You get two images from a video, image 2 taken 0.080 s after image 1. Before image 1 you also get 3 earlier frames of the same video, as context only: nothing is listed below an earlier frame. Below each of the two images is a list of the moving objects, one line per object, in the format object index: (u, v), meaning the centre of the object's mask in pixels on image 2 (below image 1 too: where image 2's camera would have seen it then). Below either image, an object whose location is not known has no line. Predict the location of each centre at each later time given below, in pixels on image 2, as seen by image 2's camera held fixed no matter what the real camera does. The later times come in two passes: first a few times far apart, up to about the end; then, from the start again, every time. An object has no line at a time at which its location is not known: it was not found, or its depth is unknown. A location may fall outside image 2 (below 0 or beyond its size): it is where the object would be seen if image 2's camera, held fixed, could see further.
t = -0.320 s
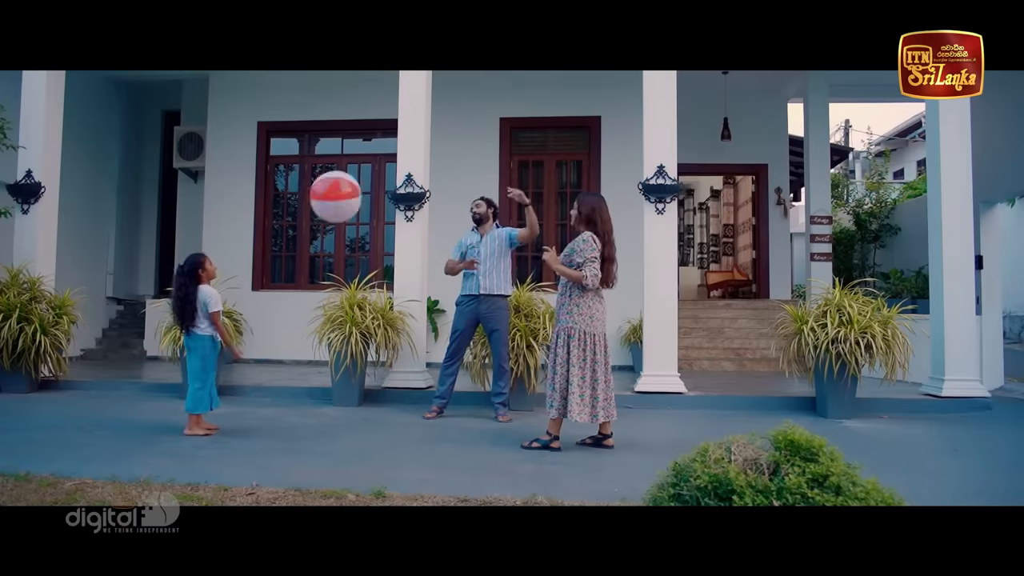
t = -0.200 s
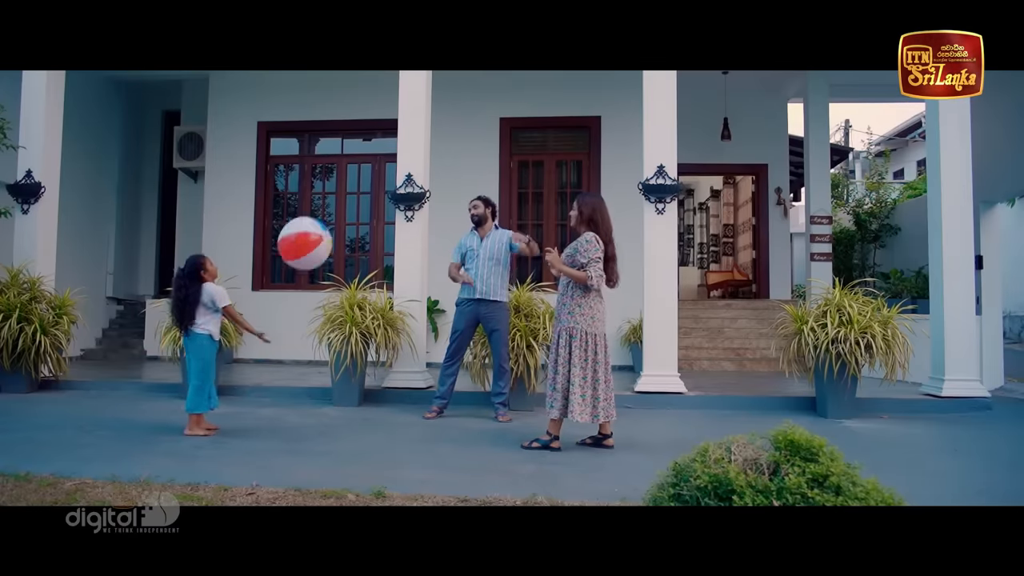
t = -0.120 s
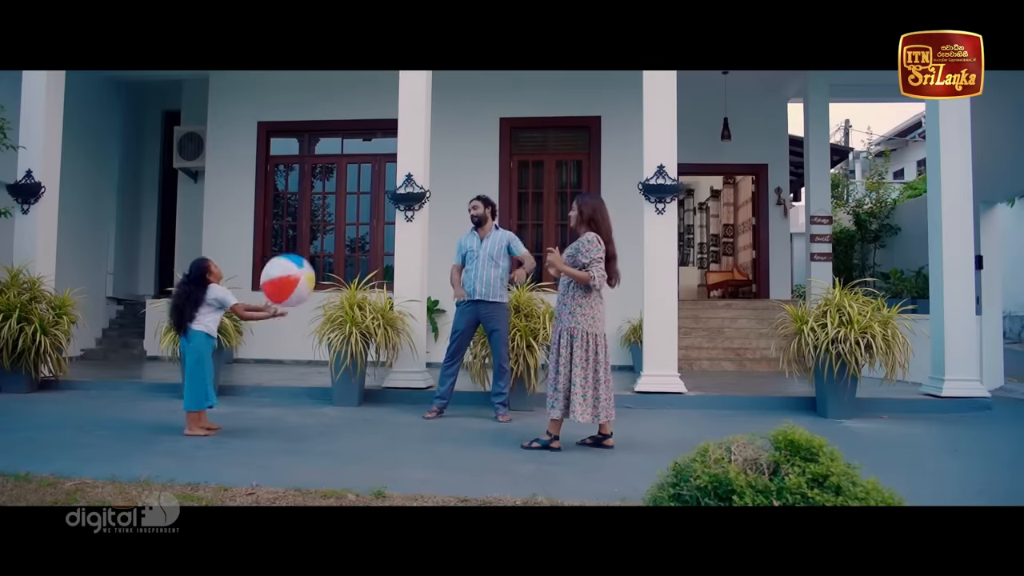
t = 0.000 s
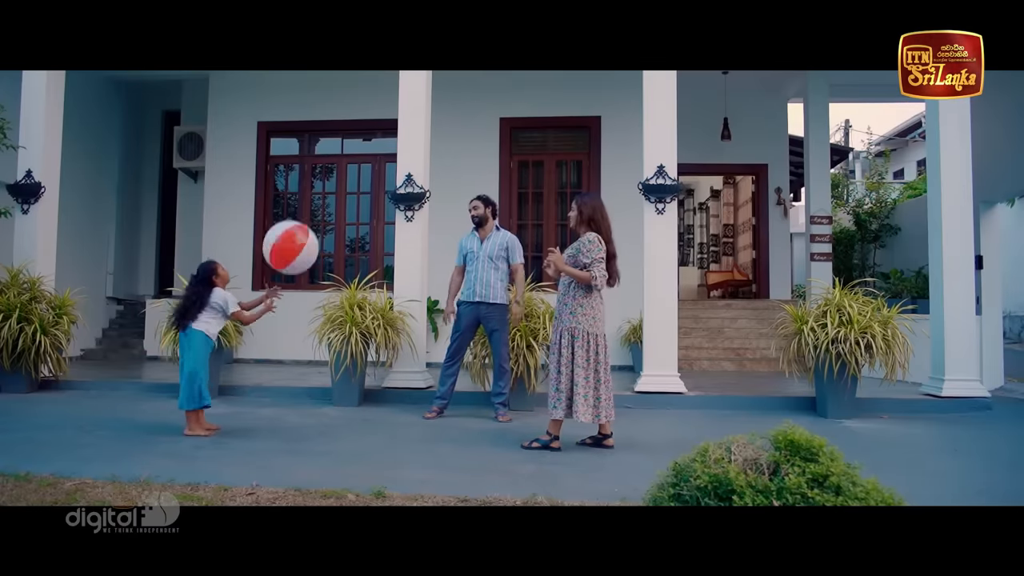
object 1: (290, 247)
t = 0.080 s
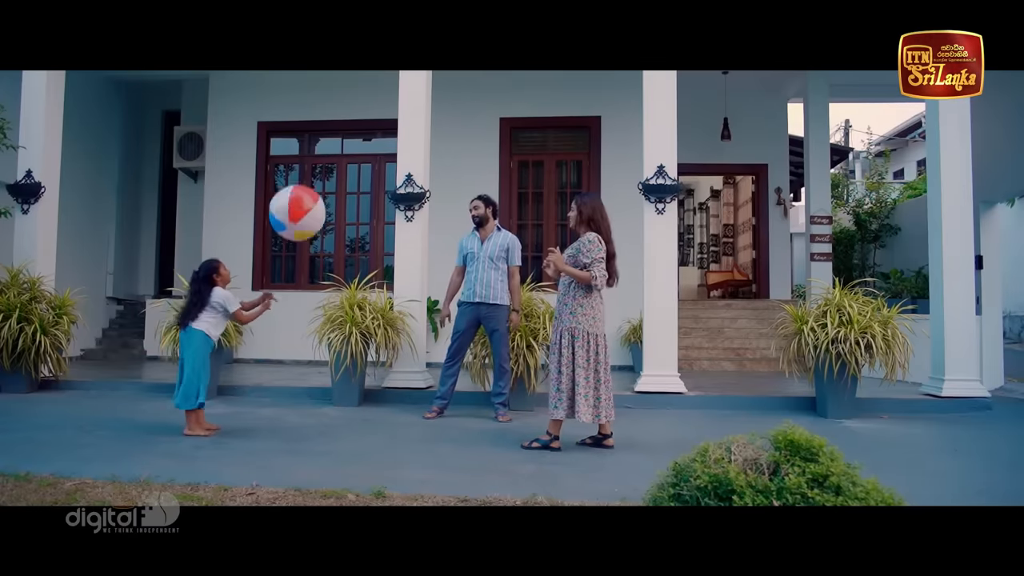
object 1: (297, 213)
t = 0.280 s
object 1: (316, 148)
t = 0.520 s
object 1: (341, 124)
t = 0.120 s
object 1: (300, 197)
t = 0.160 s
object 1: (304, 183)
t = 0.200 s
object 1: (308, 170)
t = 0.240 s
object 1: (312, 158)
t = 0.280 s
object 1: (316, 148)
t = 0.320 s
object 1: (320, 140)
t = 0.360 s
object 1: (324, 134)
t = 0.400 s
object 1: (328, 129)
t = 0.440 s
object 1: (333, 125)
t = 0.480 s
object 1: (337, 124)
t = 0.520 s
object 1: (341, 124)
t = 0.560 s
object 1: (346, 126)
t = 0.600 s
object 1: (350, 129)
